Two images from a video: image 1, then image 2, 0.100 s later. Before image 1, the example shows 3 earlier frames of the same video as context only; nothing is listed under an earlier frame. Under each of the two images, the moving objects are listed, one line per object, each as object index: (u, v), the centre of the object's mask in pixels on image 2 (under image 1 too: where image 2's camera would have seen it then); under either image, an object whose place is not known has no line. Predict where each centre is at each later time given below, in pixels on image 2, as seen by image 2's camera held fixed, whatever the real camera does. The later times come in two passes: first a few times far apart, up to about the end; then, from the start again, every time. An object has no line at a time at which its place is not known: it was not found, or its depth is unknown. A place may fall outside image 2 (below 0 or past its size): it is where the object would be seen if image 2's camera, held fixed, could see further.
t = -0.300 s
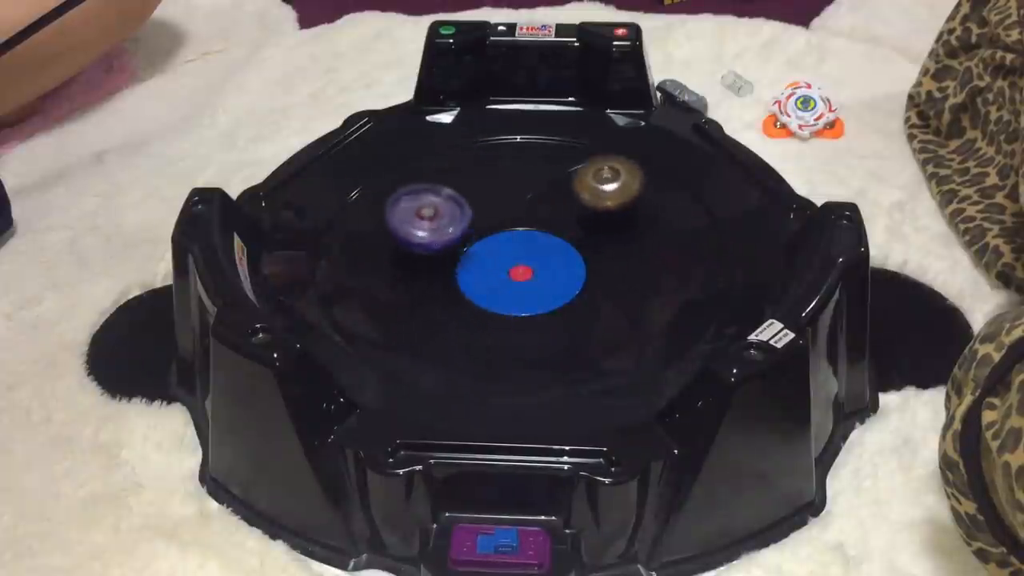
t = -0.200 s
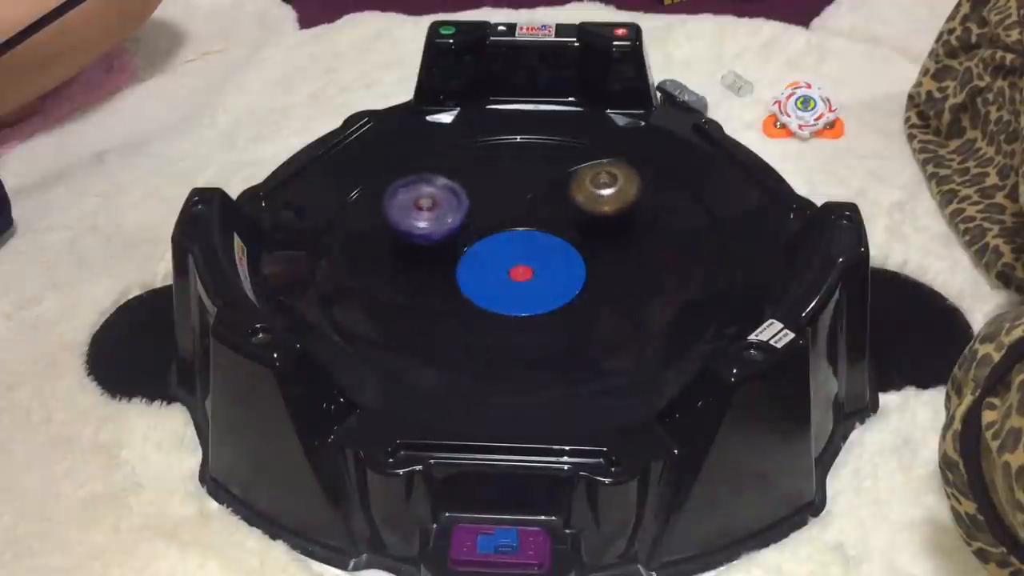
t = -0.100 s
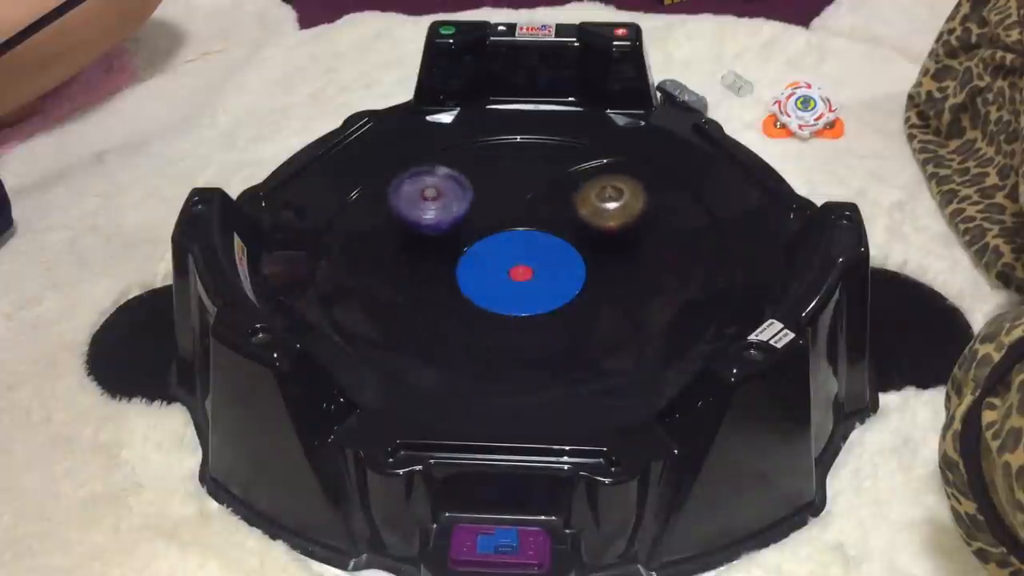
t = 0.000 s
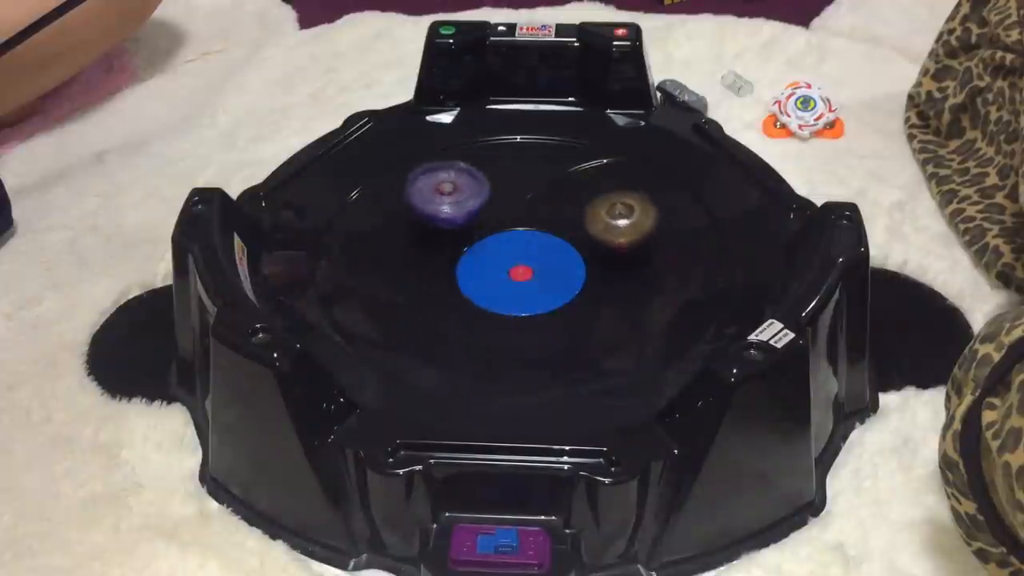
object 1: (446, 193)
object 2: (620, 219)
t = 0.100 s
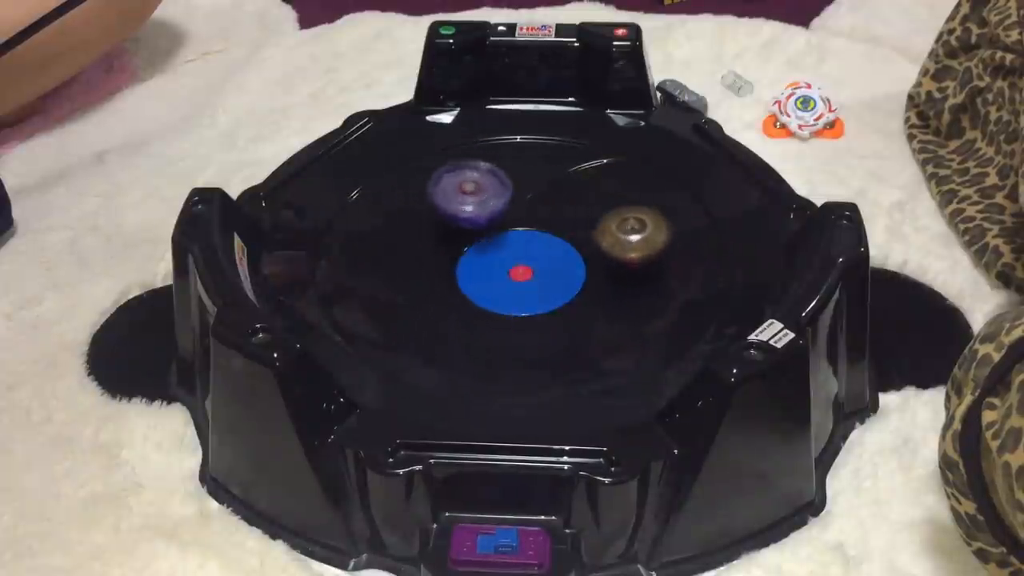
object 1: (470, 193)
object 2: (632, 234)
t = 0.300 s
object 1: (500, 202)
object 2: (645, 249)
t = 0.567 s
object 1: (522, 228)
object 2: (606, 260)
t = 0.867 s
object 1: (524, 235)
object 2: (637, 320)
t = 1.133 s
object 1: (518, 208)
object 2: (603, 280)
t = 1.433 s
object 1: (503, 203)
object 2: (518, 280)
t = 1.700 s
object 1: (484, 214)
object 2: (516, 280)
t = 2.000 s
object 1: (506, 207)
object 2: (500, 276)
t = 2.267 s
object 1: (523, 208)
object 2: (504, 269)
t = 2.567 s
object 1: (559, 205)
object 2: (493, 267)
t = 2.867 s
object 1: (595, 192)
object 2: (450, 292)
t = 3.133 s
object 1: (608, 212)
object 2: (451, 276)
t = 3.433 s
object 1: (578, 231)
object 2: (494, 257)
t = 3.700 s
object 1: (566, 216)
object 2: (480, 245)
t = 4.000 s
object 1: (575, 221)
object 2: (476, 232)
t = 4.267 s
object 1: (572, 245)
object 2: (480, 231)
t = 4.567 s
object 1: (557, 268)
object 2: (475, 223)
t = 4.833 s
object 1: (528, 266)
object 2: (477, 220)
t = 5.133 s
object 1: (516, 262)
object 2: (485, 202)
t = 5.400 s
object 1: (524, 249)
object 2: (480, 199)
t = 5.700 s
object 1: (525, 241)
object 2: (497, 188)
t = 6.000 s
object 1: (518, 240)
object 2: (521, 175)
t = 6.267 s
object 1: (519, 239)
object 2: (516, 176)
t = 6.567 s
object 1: (514, 243)
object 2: (534, 174)
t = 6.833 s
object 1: (497, 239)
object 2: (531, 187)
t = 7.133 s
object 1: (389, 283)
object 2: (592, 156)
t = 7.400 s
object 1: (372, 282)
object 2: (587, 171)
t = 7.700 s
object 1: (422, 258)
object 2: (548, 204)
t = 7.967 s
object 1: (424, 275)
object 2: (618, 179)
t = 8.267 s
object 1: (410, 281)
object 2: (617, 194)
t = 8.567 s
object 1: (443, 272)
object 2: (527, 264)
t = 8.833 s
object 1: (429, 263)
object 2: (562, 247)
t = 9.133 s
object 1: (444, 265)
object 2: (560, 243)
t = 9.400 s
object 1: (451, 279)
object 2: (547, 229)
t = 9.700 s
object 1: (460, 276)
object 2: (542, 228)
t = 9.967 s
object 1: (476, 280)
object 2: (522, 223)
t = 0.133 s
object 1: (477, 193)
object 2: (637, 238)
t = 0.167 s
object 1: (483, 194)
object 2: (640, 242)
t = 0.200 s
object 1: (488, 196)
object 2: (642, 245)
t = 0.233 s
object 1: (493, 197)
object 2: (644, 247)
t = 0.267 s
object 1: (496, 199)
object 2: (645, 249)
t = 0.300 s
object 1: (500, 202)
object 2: (645, 249)
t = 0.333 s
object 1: (503, 205)
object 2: (645, 249)
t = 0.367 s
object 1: (506, 208)
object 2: (644, 250)
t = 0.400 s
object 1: (509, 211)
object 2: (640, 251)
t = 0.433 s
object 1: (511, 214)
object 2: (634, 253)
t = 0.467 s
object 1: (514, 219)
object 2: (628, 254)
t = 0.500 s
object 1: (517, 222)
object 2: (621, 256)
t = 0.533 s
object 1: (519, 225)
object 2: (614, 257)
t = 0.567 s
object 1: (522, 228)
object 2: (606, 260)
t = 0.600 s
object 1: (523, 233)
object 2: (599, 265)
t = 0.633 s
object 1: (520, 240)
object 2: (599, 273)
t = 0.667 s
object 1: (514, 239)
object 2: (601, 280)
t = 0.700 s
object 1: (522, 238)
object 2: (604, 289)
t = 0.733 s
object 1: (518, 242)
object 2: (607, 297)
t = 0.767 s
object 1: (516, 238)
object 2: (612, 307)
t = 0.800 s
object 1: (525, 242)
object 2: (619, 315)
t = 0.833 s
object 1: (513, 240)
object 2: (630, 321)
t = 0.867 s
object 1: (524, 235)
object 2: (637, 320)
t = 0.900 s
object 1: (522, 244)
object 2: (639, 320)
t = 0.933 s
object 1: (507, 239)
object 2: (635, 315)
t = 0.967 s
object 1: (507, 228)
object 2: (627, 309)
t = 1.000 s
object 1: (509, 222)
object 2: (622, 301)
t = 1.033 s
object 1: (513, 214)
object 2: (618, 293)
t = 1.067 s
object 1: (515, 211)
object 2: (614, 287)
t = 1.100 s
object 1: (516, 209)
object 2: (610, 283)
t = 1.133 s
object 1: (518, 208)
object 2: (603, 280)
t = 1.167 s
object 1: (518, 210)
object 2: (594, 278)
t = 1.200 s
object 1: (518, 211)
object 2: (580, 276)
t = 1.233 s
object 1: (518, 213)
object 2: (566, 273)
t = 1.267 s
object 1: (517, 215)
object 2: (551, 271)
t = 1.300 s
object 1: (516, 211)
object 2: (542, 274)
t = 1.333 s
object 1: (512, 208)
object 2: (534, 278)
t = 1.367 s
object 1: (509, 205)
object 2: (528, 282)
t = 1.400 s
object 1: (506, 204)
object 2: (522, 282)
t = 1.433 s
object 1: (503, 203)
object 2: (518, 280)
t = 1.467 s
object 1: (499, 202)
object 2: (514, 279)
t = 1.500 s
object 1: (497, 205)
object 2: (511, 280)
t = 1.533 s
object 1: (494, 205)
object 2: (510, 280)
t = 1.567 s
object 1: (491, 208)
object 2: (511, 280)
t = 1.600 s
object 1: (489, 210)
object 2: (513, 280)
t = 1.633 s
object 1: (486, 212)
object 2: (516, 279)
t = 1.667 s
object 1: (484, 213)
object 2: (517, 280)
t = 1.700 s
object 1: (484, 214)
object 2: (516, 280)
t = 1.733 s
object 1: (484, 216)
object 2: (515, 282)
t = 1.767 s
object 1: (485, 217)
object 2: (513, 282)
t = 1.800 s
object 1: (486, 218)
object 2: (510, 282)
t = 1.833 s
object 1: (487, 220)
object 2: (505, 282)
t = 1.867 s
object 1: (491, 218)
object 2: (500, 281)
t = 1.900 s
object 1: (494, 216)
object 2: (497, 280)
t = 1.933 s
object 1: (497, 215)
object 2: (499, 277)
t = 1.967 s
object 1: (501, 213)
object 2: (500, 274)
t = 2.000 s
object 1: (506, 207)
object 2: (500, 276)
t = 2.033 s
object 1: (509, 202)
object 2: (499, 280)
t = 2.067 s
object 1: (513, 201)
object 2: (499, 281)
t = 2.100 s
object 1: (516, 202)
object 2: (501, 280)
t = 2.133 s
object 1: (517, 204)
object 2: (501, 279)
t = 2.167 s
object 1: (518, 206)
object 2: (502, 277)
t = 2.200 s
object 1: (519, 207)
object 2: (503, 274)
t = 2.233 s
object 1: (520, 207)
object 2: (504, 271)
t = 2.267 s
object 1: (523, 208)
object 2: (504, 269)
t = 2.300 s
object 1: (525, 207)
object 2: (504, 269)
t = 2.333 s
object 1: (529, 207)
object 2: (504, 269)
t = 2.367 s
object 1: (533, 206)
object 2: (503, 268)
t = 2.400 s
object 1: (535, 205)
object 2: (503, 268)
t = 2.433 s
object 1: (538, 205)
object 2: (503, 267)
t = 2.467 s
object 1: (541, 205)
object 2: (503, 265)
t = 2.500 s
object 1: (545, 206)
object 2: (504, 264)
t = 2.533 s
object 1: (549, 208)
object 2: (505, 262)
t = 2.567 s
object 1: (559, 205)
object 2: (493, 267)
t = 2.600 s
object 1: (569, 203)
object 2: (481, 272)
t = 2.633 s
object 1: (576, 202)
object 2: (473, 274)
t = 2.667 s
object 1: (580, 200)
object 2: (467, 276)
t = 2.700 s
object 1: (583, 199)
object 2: (464, 277)
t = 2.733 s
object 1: (585, 198)
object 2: (462, 279)
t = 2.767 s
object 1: (587, 197)
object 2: (460, 283)
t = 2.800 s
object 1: (589, 194)
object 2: (457, 288)
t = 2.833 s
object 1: (592, 192)
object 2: (453, 290)
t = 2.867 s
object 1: (595, 192)
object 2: (450, 292)
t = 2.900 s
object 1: (598, 192)
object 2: (447, 292)
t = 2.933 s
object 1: (601, 192)
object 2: (444, 291)
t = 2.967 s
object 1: (603, 193)
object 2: (442, 290)
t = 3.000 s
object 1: (606, 196)
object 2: (441, 289)
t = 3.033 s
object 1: (608, 200)
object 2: (443, 287)
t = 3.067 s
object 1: (609, 204)
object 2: (446, 284)
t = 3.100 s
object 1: (609, 208)
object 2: (448, 280)
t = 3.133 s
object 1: (608, 212)
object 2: (451, 276)
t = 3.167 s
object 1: (607, 216)
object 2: (454, 273)
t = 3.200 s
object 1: (605, 219)
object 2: (456, 271)
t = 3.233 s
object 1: (602, 223)
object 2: (461, 267)
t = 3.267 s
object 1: (599, 225)
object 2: (465, 266)
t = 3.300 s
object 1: (594, 228)
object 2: (474, 264)
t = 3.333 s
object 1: (589, 230)
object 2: (484, 261)
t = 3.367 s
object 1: (583, 232)
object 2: (493, 259)
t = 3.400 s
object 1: (580, 233)
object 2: (496, 258)
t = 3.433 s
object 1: (578, 231)
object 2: (494, 257)
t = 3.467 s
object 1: (578, 228)
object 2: (490, 255)
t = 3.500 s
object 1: (576, 226)
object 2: (488, 254)
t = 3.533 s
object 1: (574, 224)
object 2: (487, 253)
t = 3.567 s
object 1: (572, 222)
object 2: (487, 252)
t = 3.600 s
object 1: (569, 220)
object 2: (487, 250)
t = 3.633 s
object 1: (566, 218)
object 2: (488, 249)
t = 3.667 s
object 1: (566, 217)
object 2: (484, 247)
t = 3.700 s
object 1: (566, 216)
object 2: (480, 245)
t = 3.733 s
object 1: (566, 214)
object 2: (478, 244)
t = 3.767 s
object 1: (568, 212)
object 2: (478, 242)
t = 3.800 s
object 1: (568, 213)
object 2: (479, 240)
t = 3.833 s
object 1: (566, 214)
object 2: (479, 239)
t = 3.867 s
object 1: (565, 215)
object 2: (481, 237)
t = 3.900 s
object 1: (565, 216)
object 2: (482, 236)
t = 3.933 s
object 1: (567, 219)
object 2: (482, 234)
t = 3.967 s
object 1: (571, 220)
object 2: (478, 233)
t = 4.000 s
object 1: (575, 221)
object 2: (476, 232)
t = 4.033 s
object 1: (576, 224)
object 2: (476, 231)
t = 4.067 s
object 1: (576, 228)
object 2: (476, 231)
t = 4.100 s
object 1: (575, 231)
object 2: (477, 231)
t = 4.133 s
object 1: (573, 234)
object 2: (479, 231)
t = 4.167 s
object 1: (572, 236)
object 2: (482, 232)
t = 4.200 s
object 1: (571, 239)
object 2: (482, 232)
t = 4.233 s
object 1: (572, 242)
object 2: (481, 231)
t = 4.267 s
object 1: (572, 245)
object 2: (480, 231)
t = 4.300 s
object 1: (571, 248)
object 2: (481, 231)
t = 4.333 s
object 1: (569, 251)
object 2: (481, 231)
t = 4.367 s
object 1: (565, 253)
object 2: (483, 232)
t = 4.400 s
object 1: (565, 256)
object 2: (482, 231)
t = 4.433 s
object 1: (563, 258)
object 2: (482, 230)
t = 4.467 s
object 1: (561, 260)
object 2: (482, 230)
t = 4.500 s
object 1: (557, 261)
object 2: (482, 230)
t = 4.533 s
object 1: (556, 264)
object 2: (478, 226)
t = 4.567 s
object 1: (557, 268)
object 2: (475, 223)
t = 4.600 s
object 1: (555, 269)
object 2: (472, 221)
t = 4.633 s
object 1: (551, 269)
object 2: (473, 219)
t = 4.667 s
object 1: (547, 269)
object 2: (474, 220)
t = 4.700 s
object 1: (543, 269)
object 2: (474, 220)
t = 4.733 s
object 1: (539, 266)
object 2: (476, 221)
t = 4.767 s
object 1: (537, 265)
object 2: (478, 222)
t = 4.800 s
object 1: (533, 265)
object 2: (478, 221)
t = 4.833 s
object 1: (528, 266)
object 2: (477, 220)
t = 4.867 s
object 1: (526, 264)
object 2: (478, 218)
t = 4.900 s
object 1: (524, 264)
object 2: (478, 216)
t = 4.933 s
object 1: (523, 264)
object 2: (478, 216)
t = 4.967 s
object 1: (519, 263)
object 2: (480, 213)
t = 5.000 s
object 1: (517, 263)
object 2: (480, 207)
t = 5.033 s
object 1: (518, 264)
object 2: (483, 205)
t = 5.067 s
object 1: (516, 264)
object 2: (486, 203)
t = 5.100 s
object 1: (516, 264)
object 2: (485, 202)
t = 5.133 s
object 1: (516, 262)
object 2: (485, 202)
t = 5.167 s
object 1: (517, 261)
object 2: (484, 202)
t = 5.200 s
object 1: (519, 258)
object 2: (484, 202)
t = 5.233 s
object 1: (520, 257)
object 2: (481, 202)
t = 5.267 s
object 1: (522, 256)
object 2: (480, 201)
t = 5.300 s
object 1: (522, 254)
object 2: (479, 200)
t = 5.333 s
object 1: (524, 252)
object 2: (479, 201)
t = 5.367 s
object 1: (525, 250)
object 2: (479, 200)
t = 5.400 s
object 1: (524, 249)
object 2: (480, 199)
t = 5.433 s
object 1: (525, 247)
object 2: (482, 199)
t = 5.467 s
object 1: (524, 246)
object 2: (484, 199)
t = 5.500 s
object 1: (517, 244)
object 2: (485, 195)
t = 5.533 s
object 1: (519, 241)
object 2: (485, 190)
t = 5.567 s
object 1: (523, 242)
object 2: (487, 188)
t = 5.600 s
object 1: (522, 242)
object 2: (490, 188)
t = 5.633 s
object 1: (522, 241)
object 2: (492, 187)
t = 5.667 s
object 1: (527, 240)
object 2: (494, 188)
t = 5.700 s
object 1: (525, 241)
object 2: (497, 188)
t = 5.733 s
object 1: (521, 240)
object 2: (499, 189)
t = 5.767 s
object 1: (517, 241)
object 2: (502, 186)
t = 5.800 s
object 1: (518, 239)
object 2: (507, 184)
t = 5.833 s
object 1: (522, 238)
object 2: (509, 184)
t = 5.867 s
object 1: (523, 242)
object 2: (512, 184)
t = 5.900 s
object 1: (517, 241)
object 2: (514, 185)
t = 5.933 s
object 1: (515, 241)
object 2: (517, 182)
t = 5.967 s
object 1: (513, 240)
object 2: (520, 177)
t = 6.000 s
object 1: (518, 240)
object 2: (521, 175)
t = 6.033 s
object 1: (521, 244)
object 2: (521, 174)
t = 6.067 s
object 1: (517, 243)
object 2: (521, 173)
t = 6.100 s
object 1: (524, 239)
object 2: (521, 173)
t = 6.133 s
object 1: (528, 243)
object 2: (520, 173)
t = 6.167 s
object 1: (520, 241)
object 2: (519, 174)
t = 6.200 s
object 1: (525, 236)
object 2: (519, 174)
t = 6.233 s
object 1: (531, 240)
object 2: (517, 175)
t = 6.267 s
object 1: (519, 239)
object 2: (516, 176)
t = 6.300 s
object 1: (523, 233)
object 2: (515, 177)
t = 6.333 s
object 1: (531, 237)
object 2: (516, 179)
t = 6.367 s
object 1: (519, 240)
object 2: (517, 180)
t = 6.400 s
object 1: (515, 234)
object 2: (518, 180)
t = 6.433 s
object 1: (519, 238)
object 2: (522, 177)
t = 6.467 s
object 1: (512, 239)
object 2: (526, 175)
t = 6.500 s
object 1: (513, 236)
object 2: (530, 174)
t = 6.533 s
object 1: (520, 240)
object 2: (532, 174)
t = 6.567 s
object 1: (514, 243)
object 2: (534, 174)
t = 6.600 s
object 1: (513, 237)
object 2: (535, 175)
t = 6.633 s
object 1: (526, 242)
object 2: (535, 176)
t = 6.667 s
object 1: (520, 246)
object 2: (535, 177)
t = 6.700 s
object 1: (511, 239)
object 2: (535, 179)
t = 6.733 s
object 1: (527, 238)
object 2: (535, 181)
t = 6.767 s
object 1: (528, 248)
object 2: (534, 183)
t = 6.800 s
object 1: (509, 249)
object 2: (533, 186)
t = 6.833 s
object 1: (497, 239)
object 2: (531, 187)
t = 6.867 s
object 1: (483, 236)
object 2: (532, 188)
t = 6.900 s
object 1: (463, 241)
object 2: (551, 178)
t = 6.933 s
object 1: (446, 248)
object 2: (568, 169)
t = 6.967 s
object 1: (433, 255)
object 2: (577, 164)
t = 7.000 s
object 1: (423, 263)
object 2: (583, 160)
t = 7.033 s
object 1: (415, 269)
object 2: (586, 158)
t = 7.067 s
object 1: (405, 275)
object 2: (588, 157)
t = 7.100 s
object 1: (397, 279)
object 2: (590, 157)
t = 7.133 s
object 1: (389, 283)
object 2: (592, 156)
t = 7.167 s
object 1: (384, 285)
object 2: (593, 157)
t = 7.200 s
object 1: (378, 286)
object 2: (593, 157)
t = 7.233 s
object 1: (372, 289)
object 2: (592, 159)
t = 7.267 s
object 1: (370, 289)
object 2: (592, 160)
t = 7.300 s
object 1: (370, 285)
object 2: (592, 163)
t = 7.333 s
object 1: (369, 286)
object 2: (591, 166)
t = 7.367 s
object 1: (370, 284)
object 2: (589, 168)
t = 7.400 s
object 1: (372, 282)
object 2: (587, 171)
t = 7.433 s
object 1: (375, 280)
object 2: (586, 174)
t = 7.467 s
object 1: (380, 277)
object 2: (583, 178)
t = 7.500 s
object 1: (384, 274)
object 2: (580, 181)
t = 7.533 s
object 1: (388, 271)
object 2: (577, 187)
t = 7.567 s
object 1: (393, 268)
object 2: (572, 191)
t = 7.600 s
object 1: (398, 265)
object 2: (567, 195)
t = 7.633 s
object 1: (408, 263)
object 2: (562, 197)
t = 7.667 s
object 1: (415, 260)
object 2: (554, 202)
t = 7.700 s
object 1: (422, 258)
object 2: (548, 204)
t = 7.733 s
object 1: (432, 256)
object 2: (542, 208)
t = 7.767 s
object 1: (443, 254)
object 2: (535, 211)
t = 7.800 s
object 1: (455, 253)
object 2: (526, 213)
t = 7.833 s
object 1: (470, 255)
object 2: (521, 214)
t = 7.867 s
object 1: (458, 257)
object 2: (540, 209)
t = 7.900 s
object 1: (441, 264)
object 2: (569, 195)
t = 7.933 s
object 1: (430, 271)
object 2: (597, 188)
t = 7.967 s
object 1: (424, 275)
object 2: (618, 179)
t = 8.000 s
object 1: (419, 280)
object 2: (641, 169)
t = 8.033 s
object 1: (417, 282)
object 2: (651, 161)
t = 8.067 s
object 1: (414, 284)
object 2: (660, 159)
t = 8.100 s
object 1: (413, 285)
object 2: (654, 160)
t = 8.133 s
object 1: (411, 285)
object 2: (651, 168)
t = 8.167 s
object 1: (411, 285)
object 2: (640, 173)
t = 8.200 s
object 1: (409, 284)
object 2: (632, 181)
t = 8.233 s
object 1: (410, 283)
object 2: (623, 189)
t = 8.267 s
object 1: (410, 281)
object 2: (617, 194)
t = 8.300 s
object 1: (410, 279)
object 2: (611, 209)
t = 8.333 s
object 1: (411, 278)
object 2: (607, 216)
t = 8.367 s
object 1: (415, 276)
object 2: (600, 227)
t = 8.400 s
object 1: (417, 275)
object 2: (593, 236)
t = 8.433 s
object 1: (421, 275)
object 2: (583, 244)
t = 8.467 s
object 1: (425, 274)
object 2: (571, 250)
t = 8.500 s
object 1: (431, 272)
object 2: (558, 255)
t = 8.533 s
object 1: (438, 272)
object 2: (541, 265)
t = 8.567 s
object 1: (443, 272)
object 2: (527, 264)
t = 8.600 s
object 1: (434, 270)
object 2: (533, 267)
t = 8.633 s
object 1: (425, 268)
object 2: (542, 263)
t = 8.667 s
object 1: (422, 268)
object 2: (549, 259)
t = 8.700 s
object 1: (423, 266)
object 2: (553, 256)
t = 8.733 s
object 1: (425, 266)
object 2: (555, 255)
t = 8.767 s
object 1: (428, 264)
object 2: (556, 252)
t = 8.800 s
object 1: (429, 263)
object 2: (560, 248)
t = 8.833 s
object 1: (429, 263)
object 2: (562, 247)
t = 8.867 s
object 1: (426, 261)
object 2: (563, 247)
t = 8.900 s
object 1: (427, 260)
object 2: (566, 246)
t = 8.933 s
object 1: (431, 260)
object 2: (565, 245)
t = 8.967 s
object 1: (435, 261)
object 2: (563, 245)
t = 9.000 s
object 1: (435, 263)
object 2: (563, 245)
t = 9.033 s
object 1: (436, 263)
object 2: (563, 245)
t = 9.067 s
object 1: (438, 264)
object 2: (562, 243)
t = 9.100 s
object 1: (441, 264)
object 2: (562, 243)
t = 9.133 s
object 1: (444, 265)
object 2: (560, 243)
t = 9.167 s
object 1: (445, 268)
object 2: (555, 243)
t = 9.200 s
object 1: (447, 269)
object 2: (554, 241)
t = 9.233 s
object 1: (448, 271)
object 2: (553, 240)
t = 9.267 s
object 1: (450, 273)
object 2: (549, 236)
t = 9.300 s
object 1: (450, 274)
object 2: (547, 235)
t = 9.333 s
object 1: (451, 276)
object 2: (548, 233)
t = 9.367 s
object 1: (451, 277)
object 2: (547, 229)
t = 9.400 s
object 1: (451, 279)
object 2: (547, 229)
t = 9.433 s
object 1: (451, 279)
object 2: (548, 228)
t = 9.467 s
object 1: (451, 279)
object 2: (547, 227)
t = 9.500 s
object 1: (451, 279)
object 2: (548, 228)
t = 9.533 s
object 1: (452, 278)
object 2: (545, 228)
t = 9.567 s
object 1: (454, 278)
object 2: (542, 228)
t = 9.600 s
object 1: (454, 276)
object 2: (544, 228)
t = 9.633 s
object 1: (456, 276)
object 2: (545, 228)
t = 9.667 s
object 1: (458, 276)
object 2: (543, 228)
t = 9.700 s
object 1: (460, 276)
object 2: (542, 228)
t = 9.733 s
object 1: (462, 276)
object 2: (540, 229)
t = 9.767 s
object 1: (464, 276)
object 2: (536, 229)
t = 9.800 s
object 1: (466, 277)
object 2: (533, 230)
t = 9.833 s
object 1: (468, 277)
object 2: (531, 229)
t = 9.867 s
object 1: (470, 278)
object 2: (527, 227)
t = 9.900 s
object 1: (472, 279)
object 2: (524, 226)
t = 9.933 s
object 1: (475, 281)
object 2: (521, 224)
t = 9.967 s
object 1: (476, 280)
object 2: (522, 223)
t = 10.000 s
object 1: (478, 283)
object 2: (522, 222)
